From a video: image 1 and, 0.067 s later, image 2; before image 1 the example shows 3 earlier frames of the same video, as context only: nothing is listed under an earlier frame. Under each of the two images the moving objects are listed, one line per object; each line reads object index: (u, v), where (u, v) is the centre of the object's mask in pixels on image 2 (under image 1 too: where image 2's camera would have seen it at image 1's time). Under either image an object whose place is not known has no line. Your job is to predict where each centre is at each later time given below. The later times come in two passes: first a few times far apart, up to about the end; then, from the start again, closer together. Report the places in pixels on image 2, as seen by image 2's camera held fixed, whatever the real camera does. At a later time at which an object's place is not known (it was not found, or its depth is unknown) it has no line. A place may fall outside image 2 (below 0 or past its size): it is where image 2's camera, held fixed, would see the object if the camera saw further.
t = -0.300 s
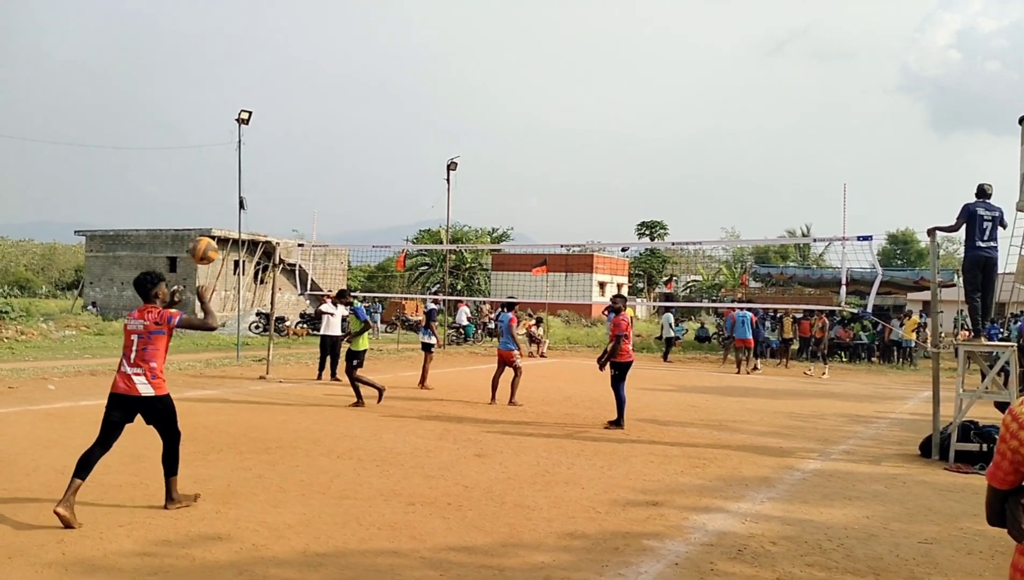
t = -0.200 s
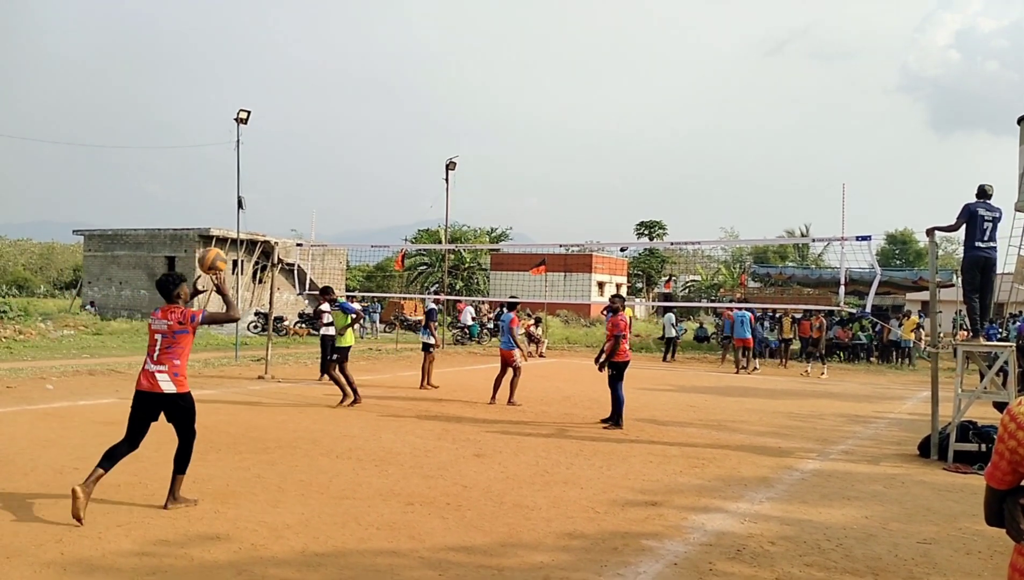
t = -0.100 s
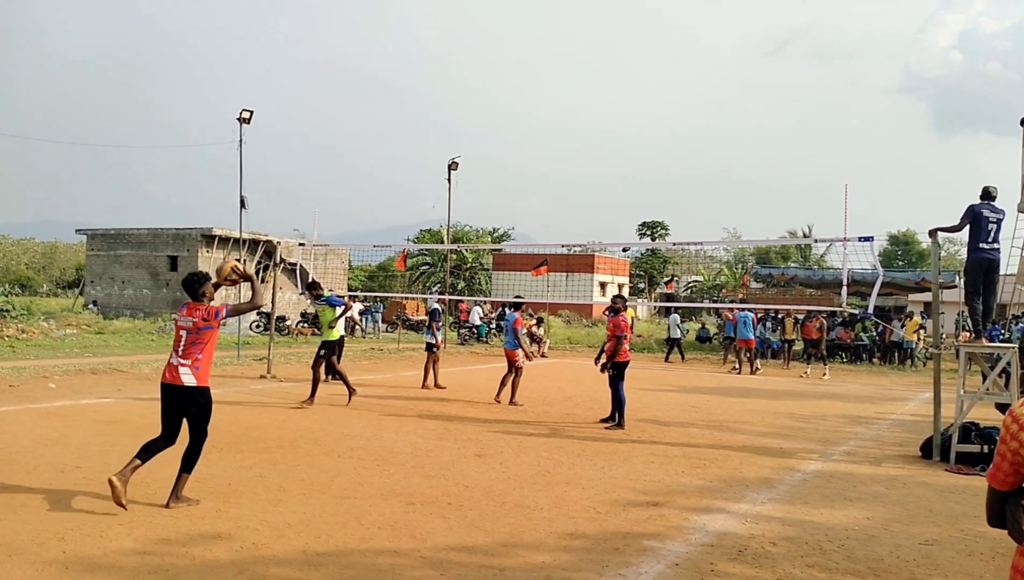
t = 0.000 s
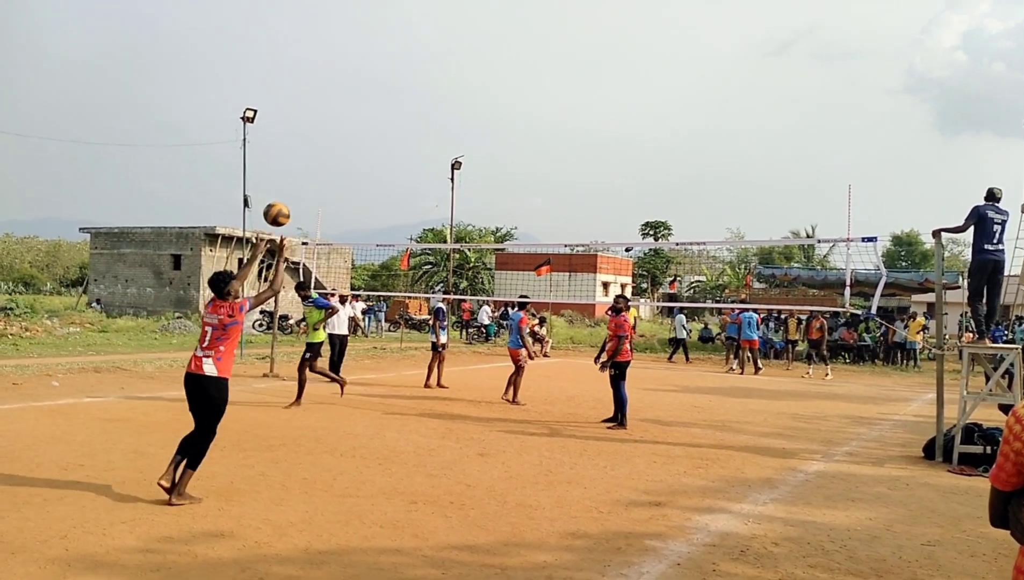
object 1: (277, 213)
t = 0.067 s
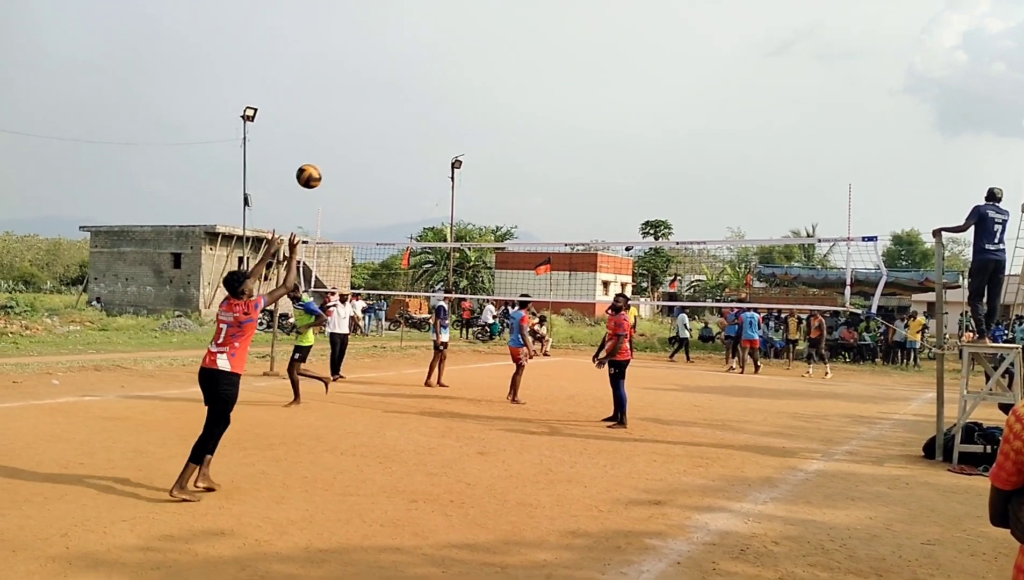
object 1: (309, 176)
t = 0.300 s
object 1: (405, 100)
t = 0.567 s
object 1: (490, 90)
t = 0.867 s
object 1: (562, 153)
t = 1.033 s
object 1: (594, 213)
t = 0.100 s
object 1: (324, 161)
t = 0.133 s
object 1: (339, 147)
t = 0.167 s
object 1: (354, 134)
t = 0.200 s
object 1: (366, 124)
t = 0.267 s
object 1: (392, 106)
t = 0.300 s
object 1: (405, 100)
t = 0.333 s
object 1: (417, 95)
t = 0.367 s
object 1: (428, 90)
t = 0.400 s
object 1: (439, 87)
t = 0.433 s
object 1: (450, 86)
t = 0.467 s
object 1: (460, 85)
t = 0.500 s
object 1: (471, 86)
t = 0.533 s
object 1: (480, 88)
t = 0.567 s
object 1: (490, 90)
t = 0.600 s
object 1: (499, 94)
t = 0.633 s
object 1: (508, 98)
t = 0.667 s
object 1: (516, 104)
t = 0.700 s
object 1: (524, 111)
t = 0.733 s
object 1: (533, 118)
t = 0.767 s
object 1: (541, 125)
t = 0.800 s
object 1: (548, 134)
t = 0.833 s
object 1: (555, 143)
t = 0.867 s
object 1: (562, 153)
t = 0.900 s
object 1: (569, 164)
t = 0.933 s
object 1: (576, 175)
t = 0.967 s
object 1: (582, 187)
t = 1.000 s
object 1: (589, 199)
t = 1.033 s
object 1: (594, 213)
